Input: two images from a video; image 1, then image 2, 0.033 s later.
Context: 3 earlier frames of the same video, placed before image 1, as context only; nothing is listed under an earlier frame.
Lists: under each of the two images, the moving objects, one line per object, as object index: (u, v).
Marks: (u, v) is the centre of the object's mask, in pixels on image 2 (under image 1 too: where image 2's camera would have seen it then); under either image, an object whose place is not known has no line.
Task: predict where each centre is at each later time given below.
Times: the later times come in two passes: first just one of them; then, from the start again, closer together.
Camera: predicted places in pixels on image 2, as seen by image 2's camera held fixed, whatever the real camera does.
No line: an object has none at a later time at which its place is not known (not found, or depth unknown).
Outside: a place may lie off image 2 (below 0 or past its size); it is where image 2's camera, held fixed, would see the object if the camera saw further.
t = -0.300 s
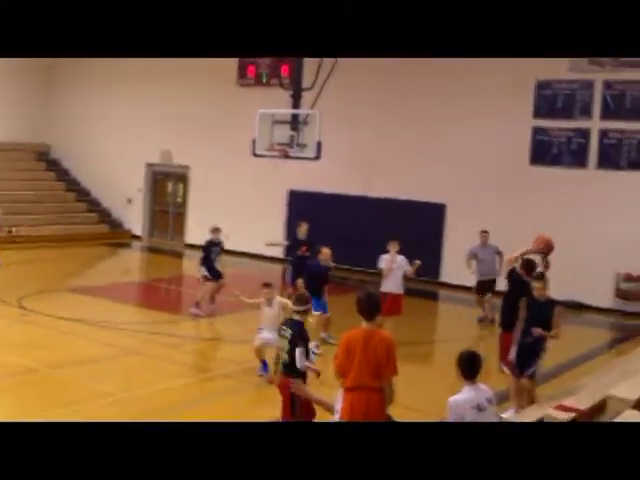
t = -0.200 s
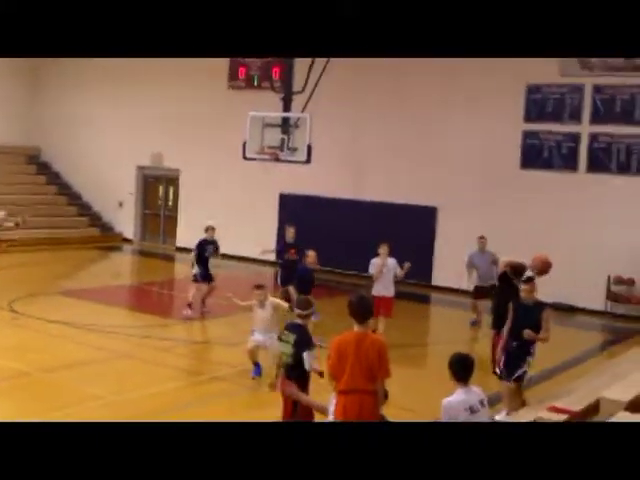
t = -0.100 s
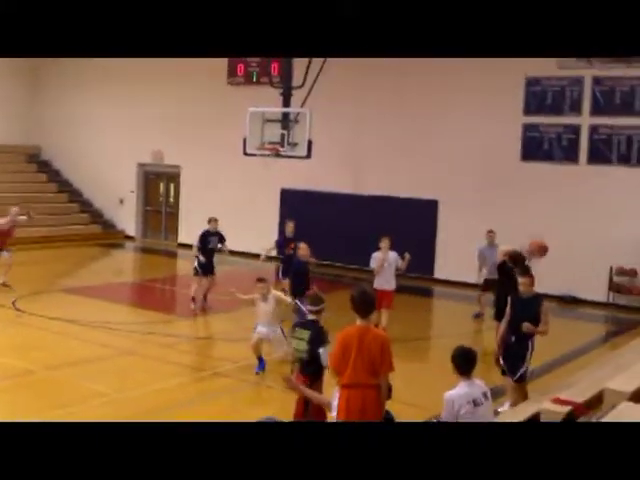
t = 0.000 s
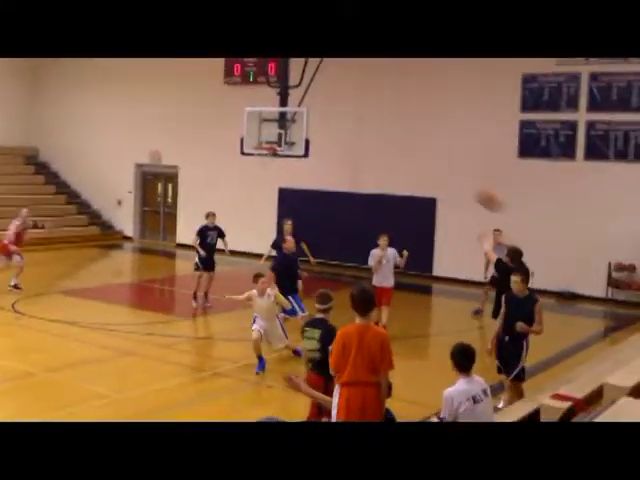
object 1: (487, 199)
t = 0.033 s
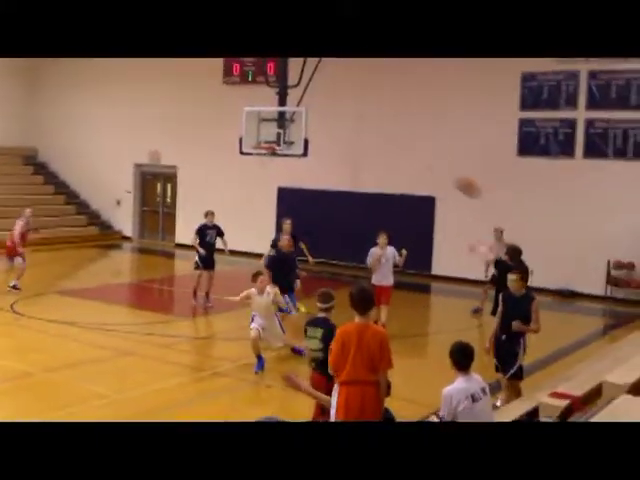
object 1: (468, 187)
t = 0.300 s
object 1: (333, 129)
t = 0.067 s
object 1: (448, 177)
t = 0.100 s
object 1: (428, 166)
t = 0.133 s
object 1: (411, 158)
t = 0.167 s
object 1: (395, 151)
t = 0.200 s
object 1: (379, 144)
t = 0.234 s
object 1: (363, 139)
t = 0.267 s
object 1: (347, 134)
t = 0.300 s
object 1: (333, 129)
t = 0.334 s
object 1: (320, 128)
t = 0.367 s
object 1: (306, 125)
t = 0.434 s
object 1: (279, 124)
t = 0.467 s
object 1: (266, 123)
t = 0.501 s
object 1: (255, 124)
